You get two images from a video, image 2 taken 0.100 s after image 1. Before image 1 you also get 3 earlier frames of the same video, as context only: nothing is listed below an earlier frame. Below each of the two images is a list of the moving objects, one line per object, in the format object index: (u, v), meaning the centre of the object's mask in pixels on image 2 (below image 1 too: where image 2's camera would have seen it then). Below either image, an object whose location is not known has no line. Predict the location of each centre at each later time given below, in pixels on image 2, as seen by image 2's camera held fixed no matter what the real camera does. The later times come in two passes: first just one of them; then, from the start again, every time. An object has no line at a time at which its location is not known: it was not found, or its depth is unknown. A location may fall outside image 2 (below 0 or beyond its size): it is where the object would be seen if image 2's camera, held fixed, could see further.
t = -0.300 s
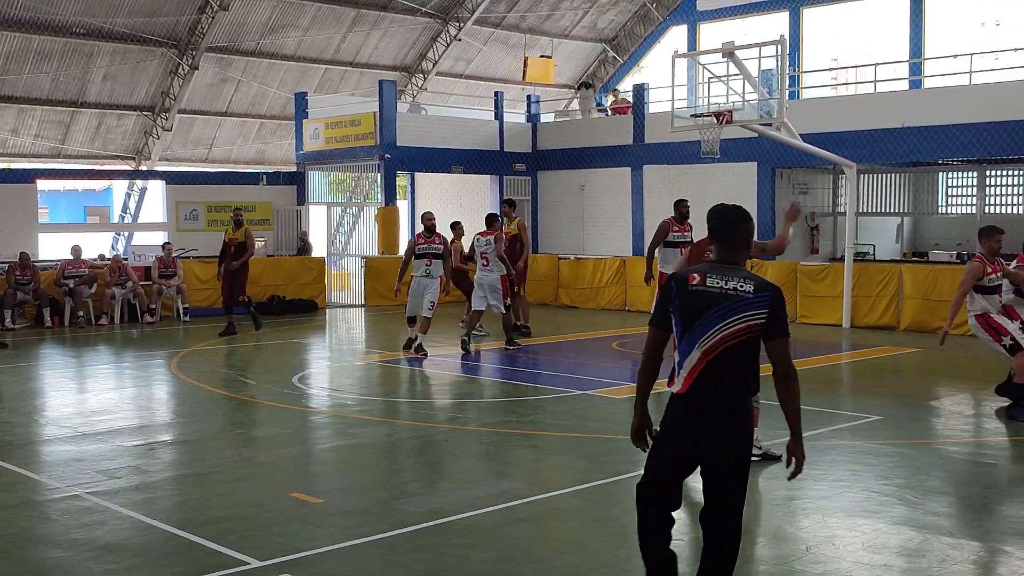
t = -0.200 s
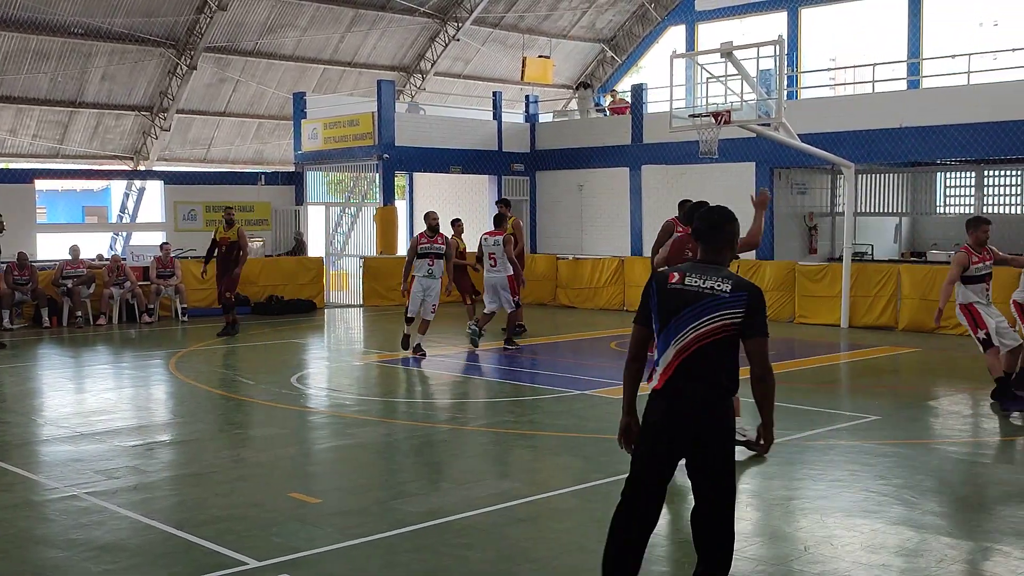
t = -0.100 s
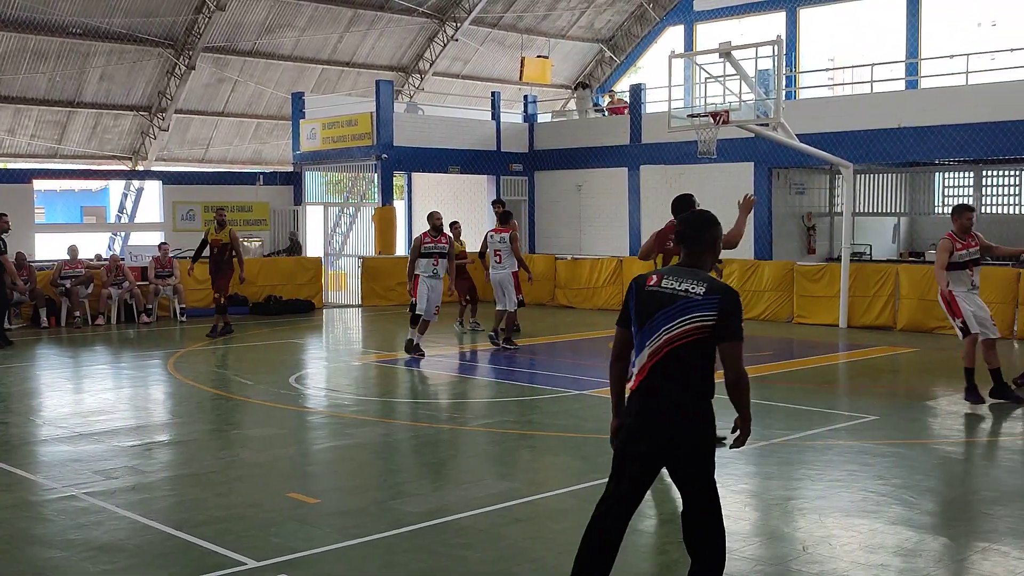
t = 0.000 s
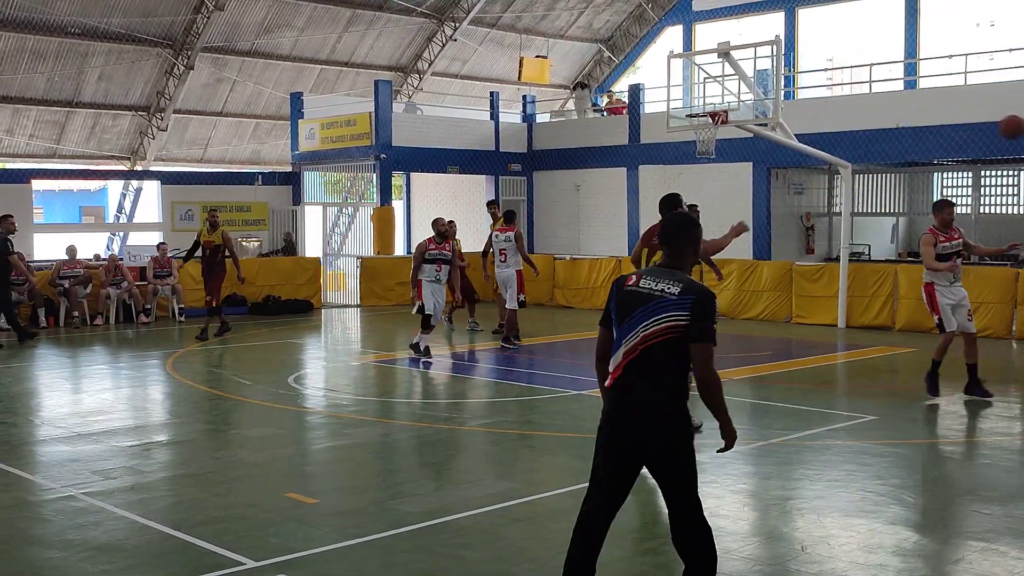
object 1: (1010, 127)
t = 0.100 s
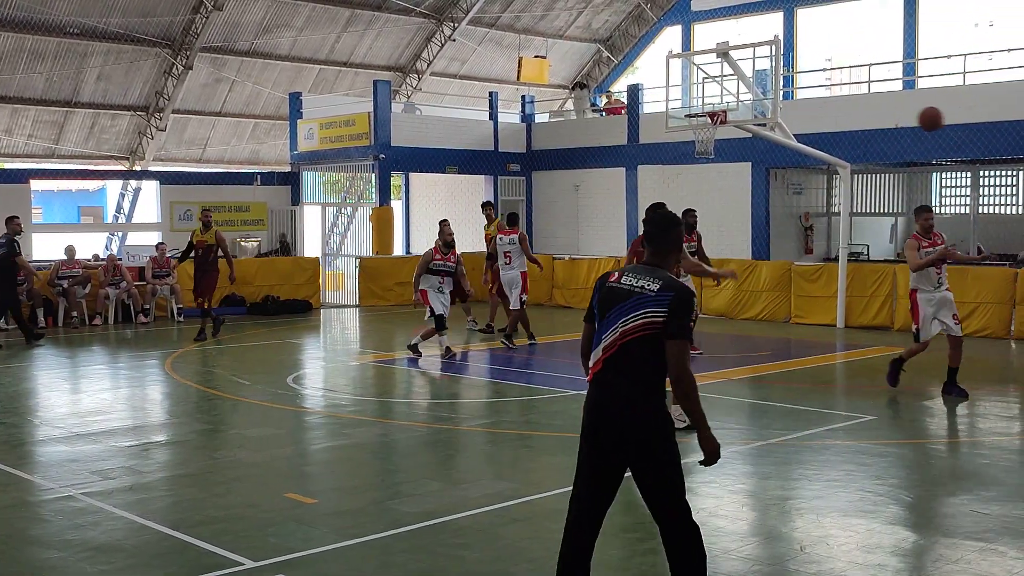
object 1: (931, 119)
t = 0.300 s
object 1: (771, 132)
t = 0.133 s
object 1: (904, 118)
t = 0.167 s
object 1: (877, 119)
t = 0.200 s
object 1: (850, 120)
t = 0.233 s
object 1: (823, 123)
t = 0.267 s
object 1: (797, 127)
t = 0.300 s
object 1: (771, 132)
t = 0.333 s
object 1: (744, 139)
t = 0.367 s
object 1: (717, 146)
